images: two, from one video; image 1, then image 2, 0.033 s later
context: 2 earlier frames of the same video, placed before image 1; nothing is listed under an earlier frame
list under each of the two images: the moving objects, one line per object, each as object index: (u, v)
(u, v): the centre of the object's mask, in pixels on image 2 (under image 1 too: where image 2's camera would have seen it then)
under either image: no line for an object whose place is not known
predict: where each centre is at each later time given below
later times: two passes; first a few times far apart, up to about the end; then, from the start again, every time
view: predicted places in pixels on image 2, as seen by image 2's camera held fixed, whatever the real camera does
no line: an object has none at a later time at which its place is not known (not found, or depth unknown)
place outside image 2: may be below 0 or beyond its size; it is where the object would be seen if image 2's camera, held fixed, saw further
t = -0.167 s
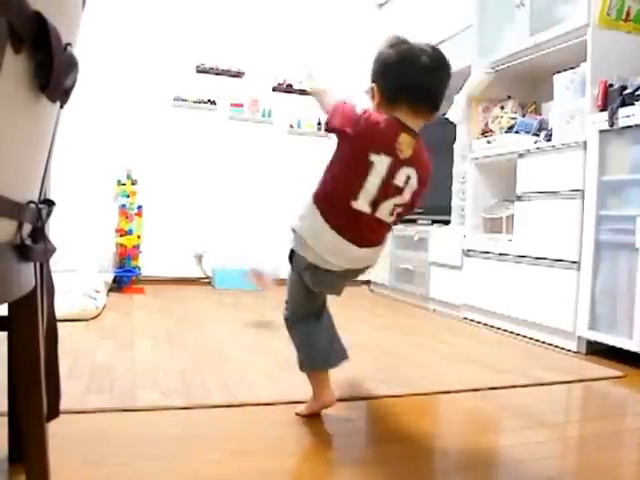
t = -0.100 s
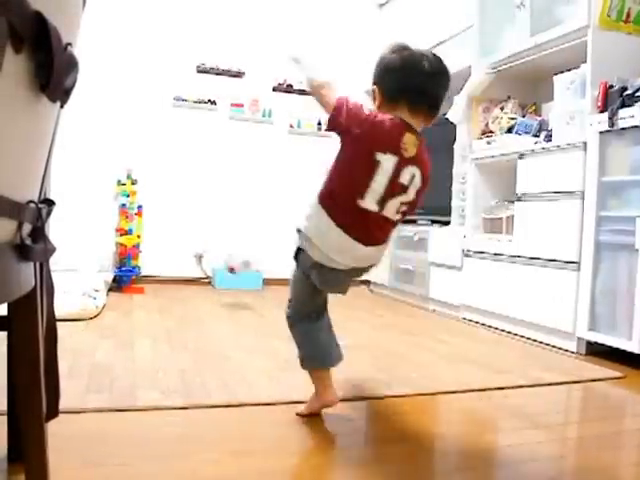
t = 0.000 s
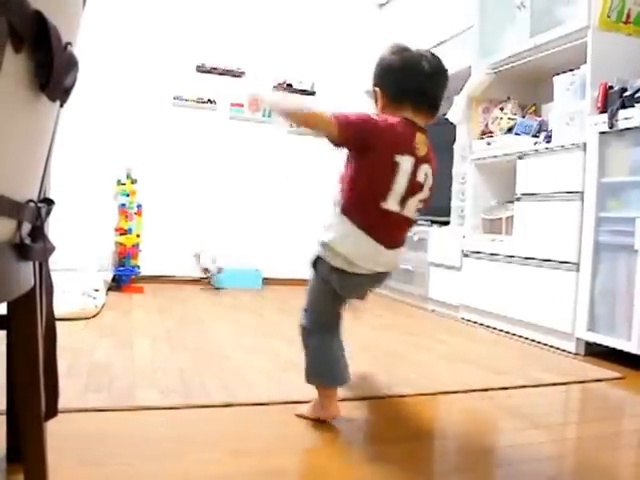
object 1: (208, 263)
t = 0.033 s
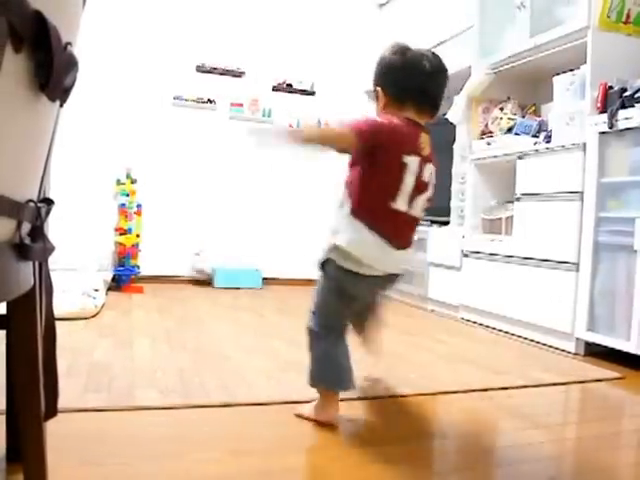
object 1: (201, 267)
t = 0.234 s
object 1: (166, 280)
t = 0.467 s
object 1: (140, 284)
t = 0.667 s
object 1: (122, 288)
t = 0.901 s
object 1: (121, 295)
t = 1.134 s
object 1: (126, 303)
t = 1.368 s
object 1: (130, 310)
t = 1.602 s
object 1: (135, 318)
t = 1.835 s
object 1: (135, 327)
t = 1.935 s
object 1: (136, 332)
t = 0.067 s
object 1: (196, 267)
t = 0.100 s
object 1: (186, 275)
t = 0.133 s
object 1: (181, 280)
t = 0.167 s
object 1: (174, 279)
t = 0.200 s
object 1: (169, 277)
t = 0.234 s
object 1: (166, 280)
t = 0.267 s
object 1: (161, 280)
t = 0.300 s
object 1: (155, 281)
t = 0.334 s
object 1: (152, 281)
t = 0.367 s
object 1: (148, 281)
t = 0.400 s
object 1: (146, 282)
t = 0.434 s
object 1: (143, 284)
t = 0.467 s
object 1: (140, 284)
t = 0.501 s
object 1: (137, 283)
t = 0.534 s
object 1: (134, 285)
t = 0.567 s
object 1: (132, 287)
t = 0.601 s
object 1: (129, 286)
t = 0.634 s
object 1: (126, 286)
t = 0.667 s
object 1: (122, 288)
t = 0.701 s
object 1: (120, 290)
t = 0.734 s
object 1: (117, 291)
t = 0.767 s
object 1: (116, 290)
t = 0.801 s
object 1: (117, 291)
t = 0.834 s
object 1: (119, 293)
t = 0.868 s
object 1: (120, 294)
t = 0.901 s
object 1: (121, 295)
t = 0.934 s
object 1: (123, 297)
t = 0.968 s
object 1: (123, 298)
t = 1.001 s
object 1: (124, 298)
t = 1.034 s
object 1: (125, 299)
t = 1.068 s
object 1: (125, 300)
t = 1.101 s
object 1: (125, 302)
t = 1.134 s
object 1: (126, 303)
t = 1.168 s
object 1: (126, 304)
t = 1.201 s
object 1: (127, 305)
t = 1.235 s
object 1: (128, 307)
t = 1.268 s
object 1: (129, 308)
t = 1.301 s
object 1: (129, 309)
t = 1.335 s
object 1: (129, 309)
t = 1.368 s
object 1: (130, 310)
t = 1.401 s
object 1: (131, 312)
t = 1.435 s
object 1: (132, 313)
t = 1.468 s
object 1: (132, 314)
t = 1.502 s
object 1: (133, 314)
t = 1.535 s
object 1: (133, 316)
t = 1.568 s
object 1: (134, 318)
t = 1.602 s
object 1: (135, 318)
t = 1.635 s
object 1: (135, 319)
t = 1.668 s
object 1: (136, 321)
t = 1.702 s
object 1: (136, 322)
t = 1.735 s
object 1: (136, 323)
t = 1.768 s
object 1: (136, 324)
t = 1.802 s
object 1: (136, 326)
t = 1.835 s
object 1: (135, 327)
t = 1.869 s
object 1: (135, 328)
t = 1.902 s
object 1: (135, 330)
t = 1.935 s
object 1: (136, 332)
